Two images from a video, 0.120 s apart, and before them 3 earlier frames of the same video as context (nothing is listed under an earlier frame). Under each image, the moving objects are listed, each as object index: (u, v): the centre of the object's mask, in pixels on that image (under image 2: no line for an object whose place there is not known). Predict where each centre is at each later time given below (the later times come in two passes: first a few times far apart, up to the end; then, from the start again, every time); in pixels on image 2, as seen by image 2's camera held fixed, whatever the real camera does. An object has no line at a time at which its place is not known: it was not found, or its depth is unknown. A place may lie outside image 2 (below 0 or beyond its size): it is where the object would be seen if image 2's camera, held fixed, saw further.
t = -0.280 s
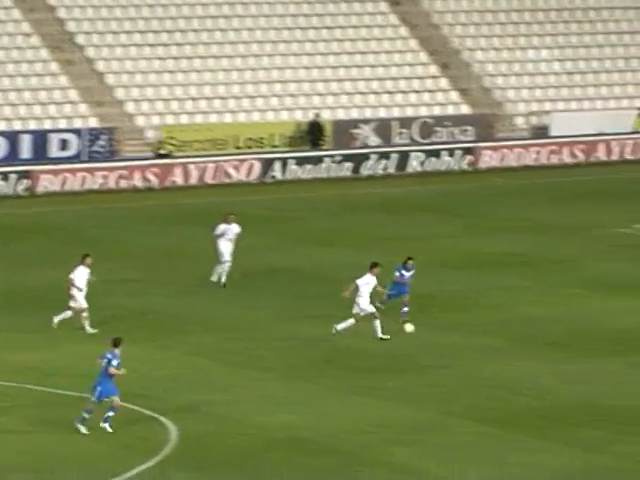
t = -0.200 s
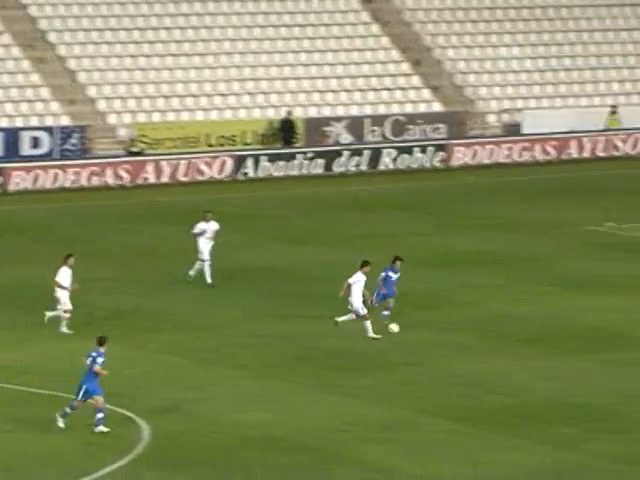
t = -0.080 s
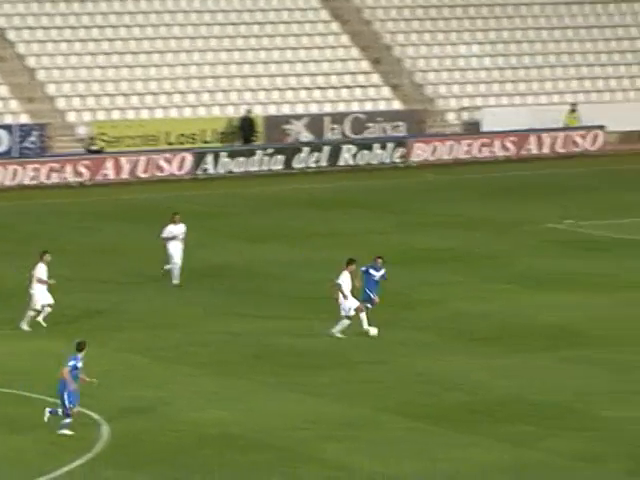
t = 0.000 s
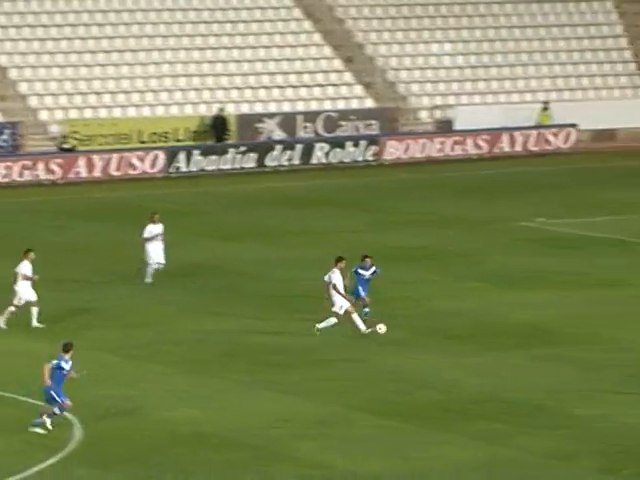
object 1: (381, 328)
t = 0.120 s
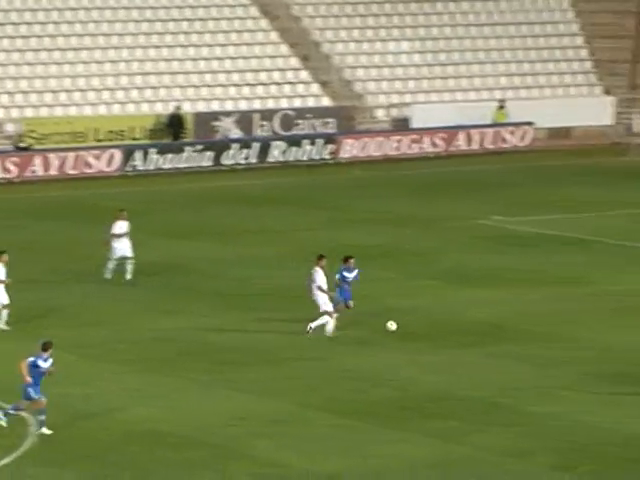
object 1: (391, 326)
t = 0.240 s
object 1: (445, 332)
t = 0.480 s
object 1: (551, 359)
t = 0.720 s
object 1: (647, 376)
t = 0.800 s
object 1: (676, 379)
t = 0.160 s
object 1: (409, 327)
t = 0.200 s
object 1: (426, 329)
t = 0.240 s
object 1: (445, 332)
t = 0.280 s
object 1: (463, 337)
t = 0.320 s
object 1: (482, 342)
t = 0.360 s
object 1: (500, 347)
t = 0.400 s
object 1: (518, 354)
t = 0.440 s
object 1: (535, 359)
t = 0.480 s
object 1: (551, 359)
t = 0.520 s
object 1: (567, 359)
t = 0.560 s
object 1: (582, 360)
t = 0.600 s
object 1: (599, 363)
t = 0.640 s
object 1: (615, 367)
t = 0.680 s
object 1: (631, 371)
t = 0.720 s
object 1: (647, 376)
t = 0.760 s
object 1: (662, 379)
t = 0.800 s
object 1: (676, 379)
